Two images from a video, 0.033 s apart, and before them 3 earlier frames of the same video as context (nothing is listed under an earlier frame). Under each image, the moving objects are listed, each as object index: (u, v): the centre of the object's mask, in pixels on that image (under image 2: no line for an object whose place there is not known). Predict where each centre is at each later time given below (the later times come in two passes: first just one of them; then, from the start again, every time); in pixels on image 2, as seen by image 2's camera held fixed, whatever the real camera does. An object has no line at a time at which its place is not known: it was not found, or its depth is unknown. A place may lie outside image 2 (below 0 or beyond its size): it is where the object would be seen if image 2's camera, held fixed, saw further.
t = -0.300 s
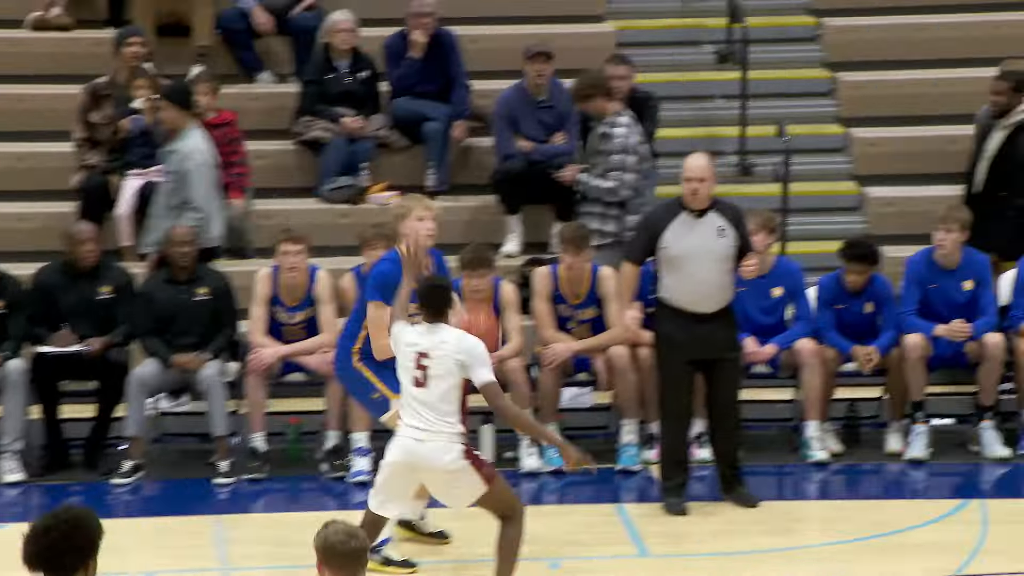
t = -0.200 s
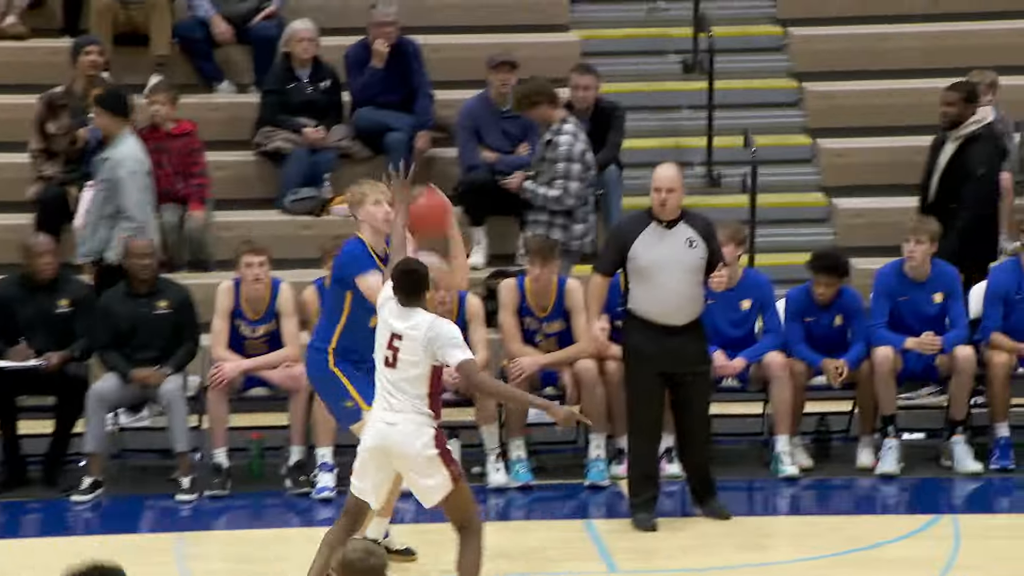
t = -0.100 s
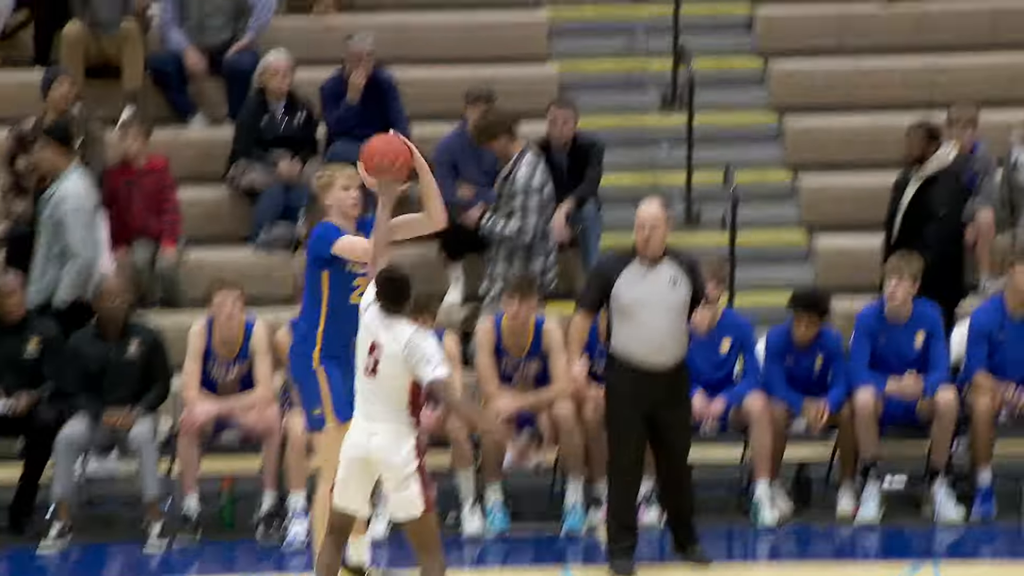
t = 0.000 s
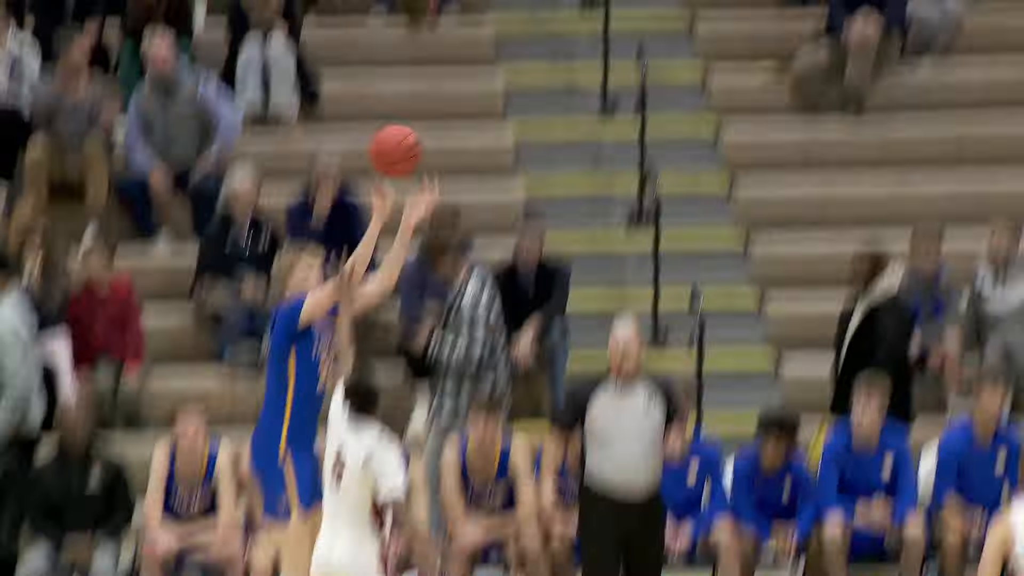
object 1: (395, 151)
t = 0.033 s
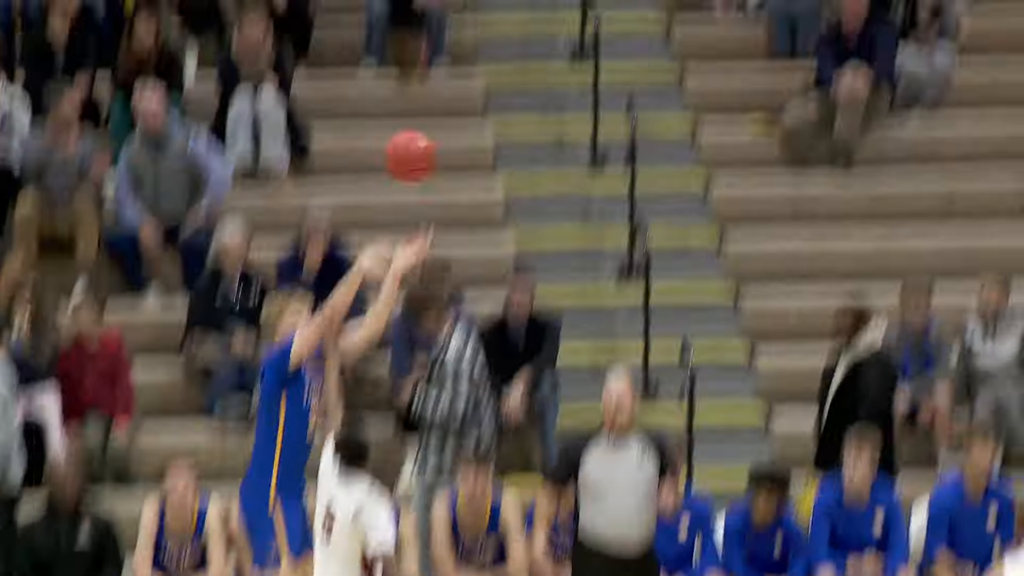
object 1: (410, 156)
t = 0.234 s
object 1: (568, -91)
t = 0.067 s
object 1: (435, 110)
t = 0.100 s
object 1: (461, 67)
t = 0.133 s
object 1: (486, 25)
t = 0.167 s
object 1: (513, -16)
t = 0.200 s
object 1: (540, -55)
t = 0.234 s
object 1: (568, -91)
